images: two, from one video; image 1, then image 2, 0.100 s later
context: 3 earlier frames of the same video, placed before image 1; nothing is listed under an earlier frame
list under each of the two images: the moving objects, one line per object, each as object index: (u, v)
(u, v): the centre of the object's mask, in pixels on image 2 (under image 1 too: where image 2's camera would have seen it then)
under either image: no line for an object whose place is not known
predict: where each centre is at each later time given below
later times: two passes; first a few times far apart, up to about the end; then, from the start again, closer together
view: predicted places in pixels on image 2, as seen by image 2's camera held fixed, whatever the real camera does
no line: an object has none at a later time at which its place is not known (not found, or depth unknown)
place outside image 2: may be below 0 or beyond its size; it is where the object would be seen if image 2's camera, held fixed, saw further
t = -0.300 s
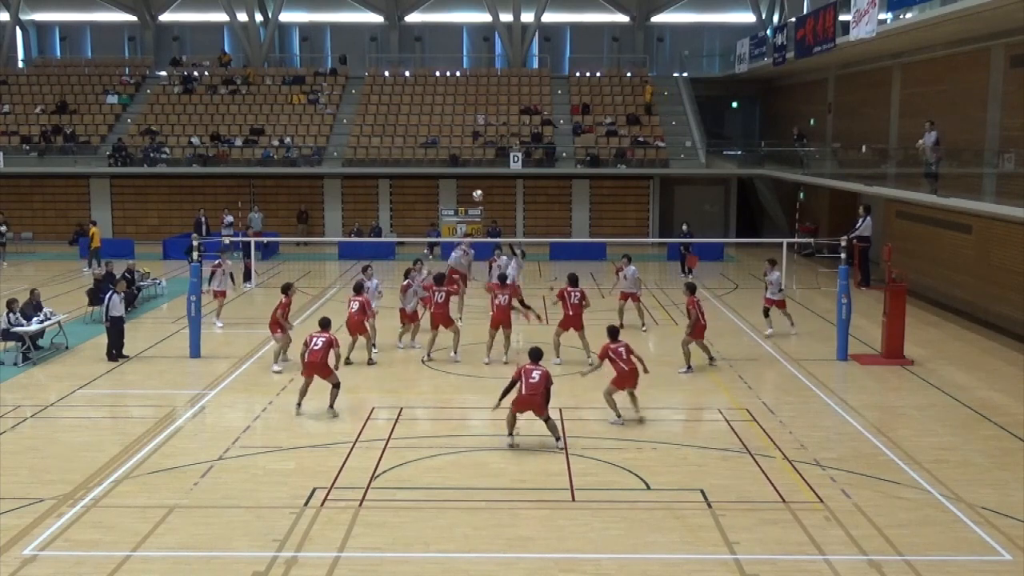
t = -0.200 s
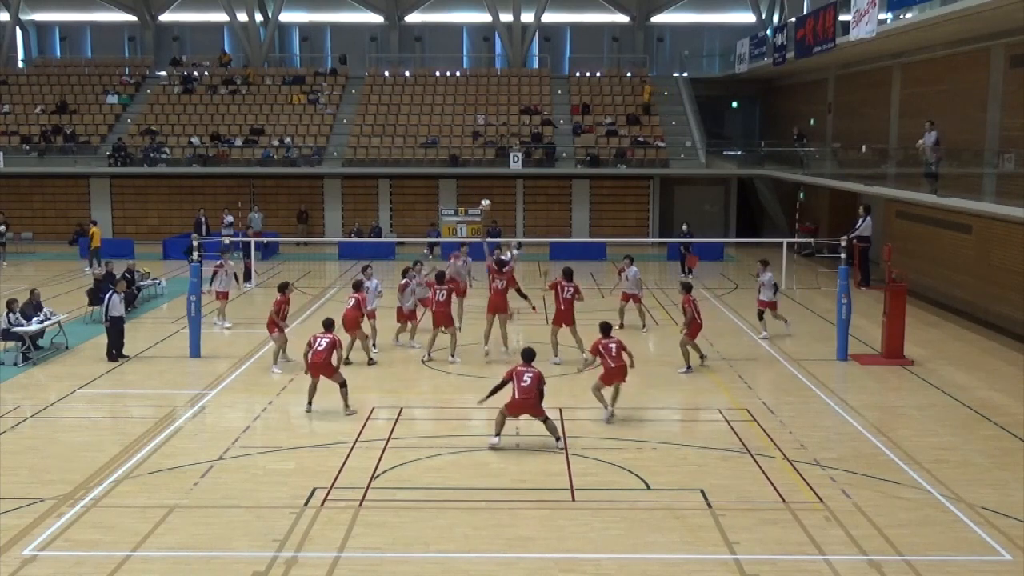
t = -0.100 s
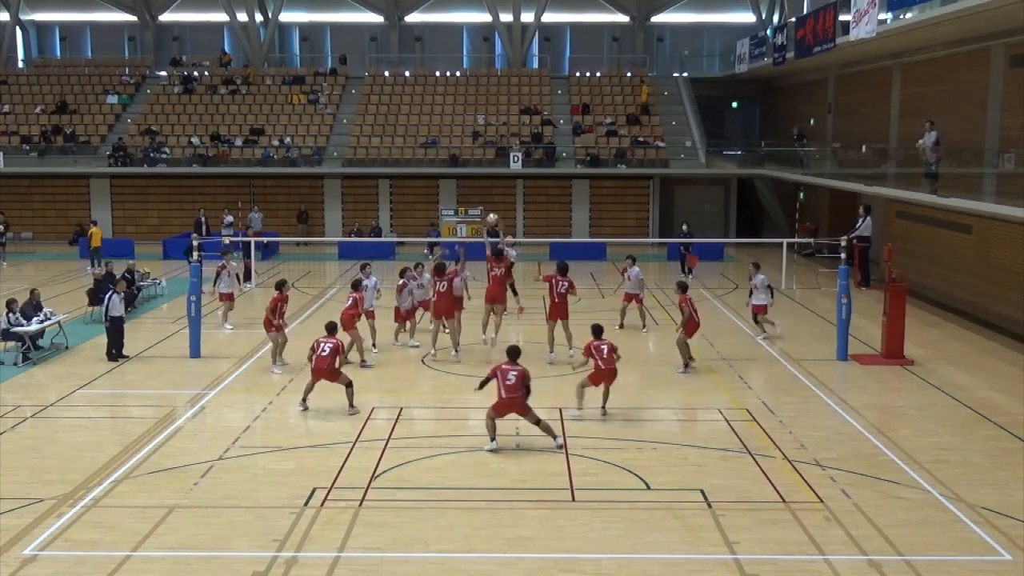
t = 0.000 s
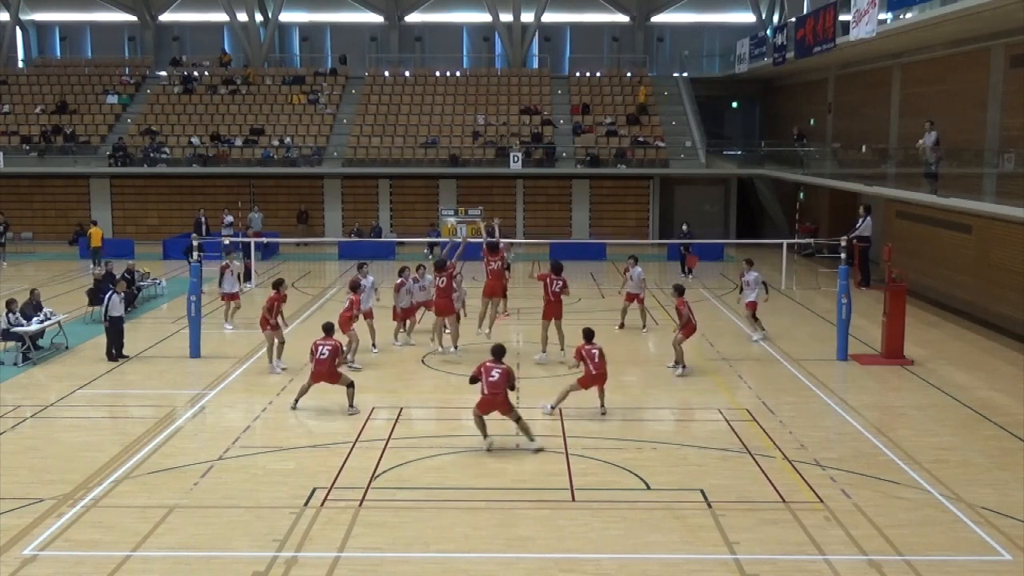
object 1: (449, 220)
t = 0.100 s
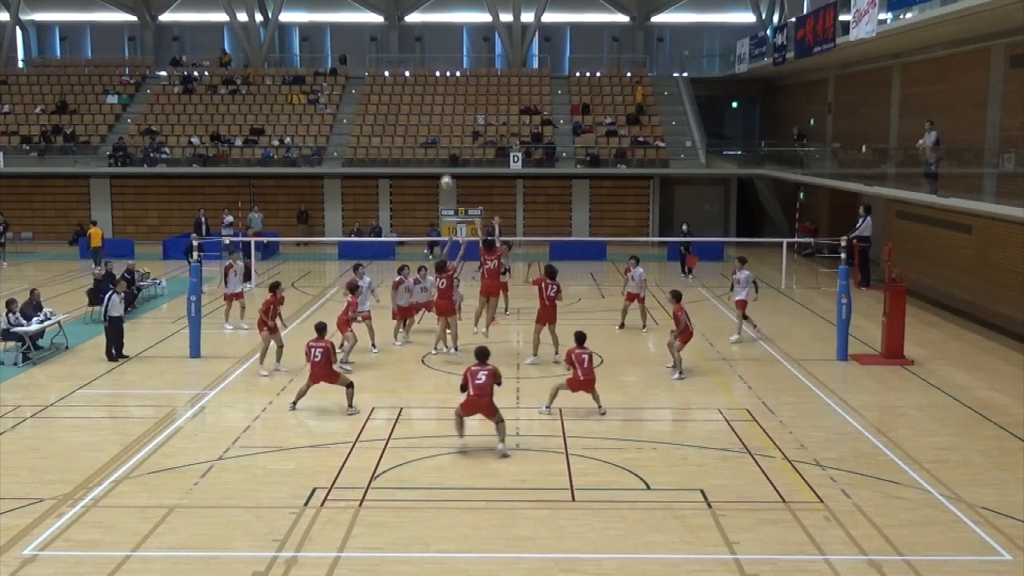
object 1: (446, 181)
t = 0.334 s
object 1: (429, 102)
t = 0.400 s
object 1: (426, 84)
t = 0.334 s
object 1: (429, 102)
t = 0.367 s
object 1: (428, 93)
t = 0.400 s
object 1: (426, 84)
